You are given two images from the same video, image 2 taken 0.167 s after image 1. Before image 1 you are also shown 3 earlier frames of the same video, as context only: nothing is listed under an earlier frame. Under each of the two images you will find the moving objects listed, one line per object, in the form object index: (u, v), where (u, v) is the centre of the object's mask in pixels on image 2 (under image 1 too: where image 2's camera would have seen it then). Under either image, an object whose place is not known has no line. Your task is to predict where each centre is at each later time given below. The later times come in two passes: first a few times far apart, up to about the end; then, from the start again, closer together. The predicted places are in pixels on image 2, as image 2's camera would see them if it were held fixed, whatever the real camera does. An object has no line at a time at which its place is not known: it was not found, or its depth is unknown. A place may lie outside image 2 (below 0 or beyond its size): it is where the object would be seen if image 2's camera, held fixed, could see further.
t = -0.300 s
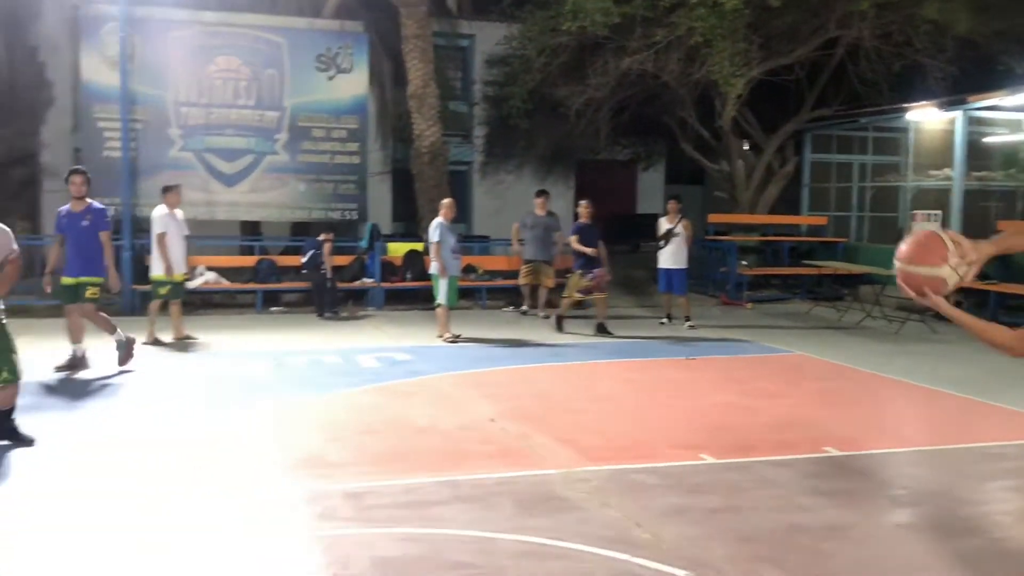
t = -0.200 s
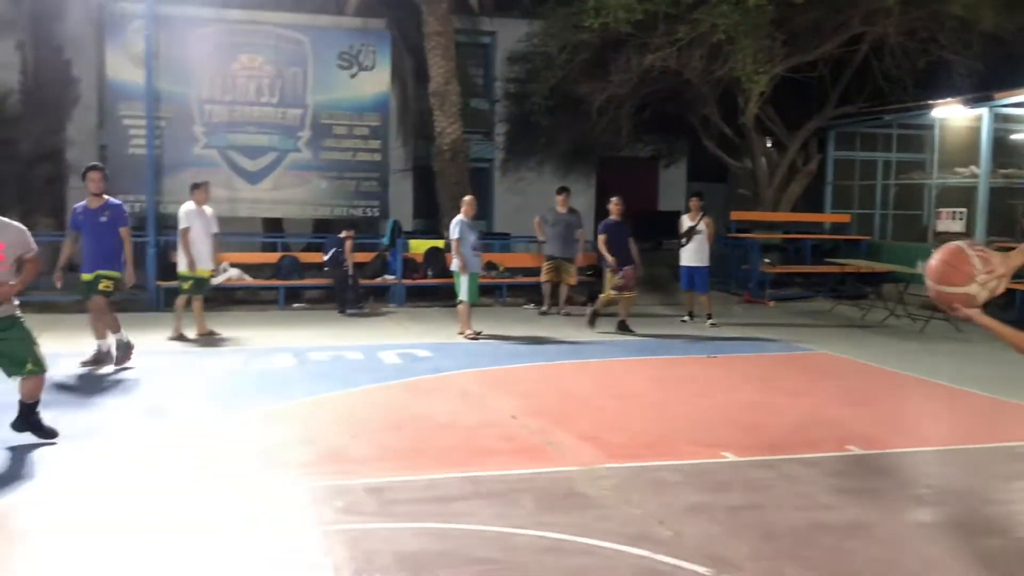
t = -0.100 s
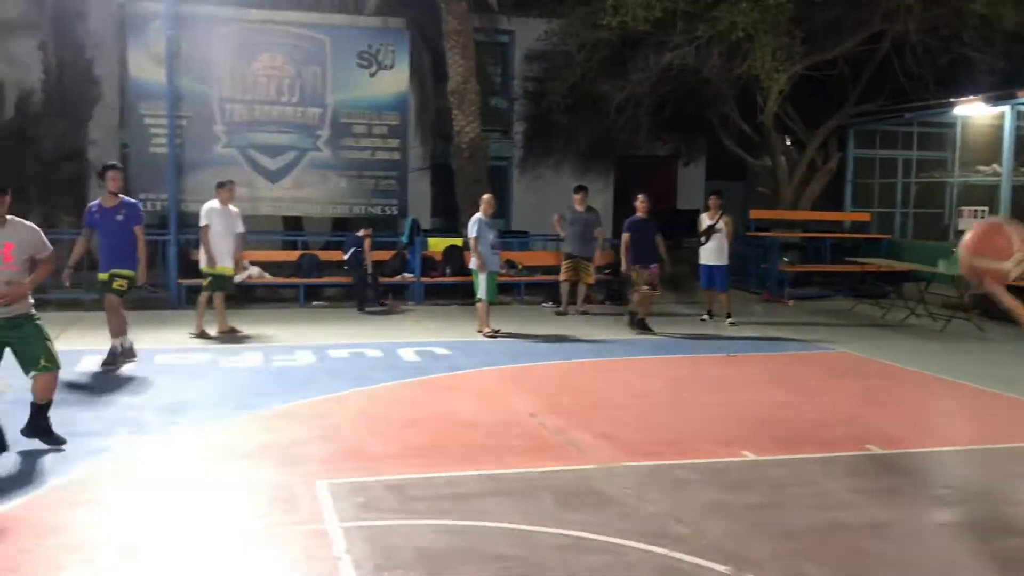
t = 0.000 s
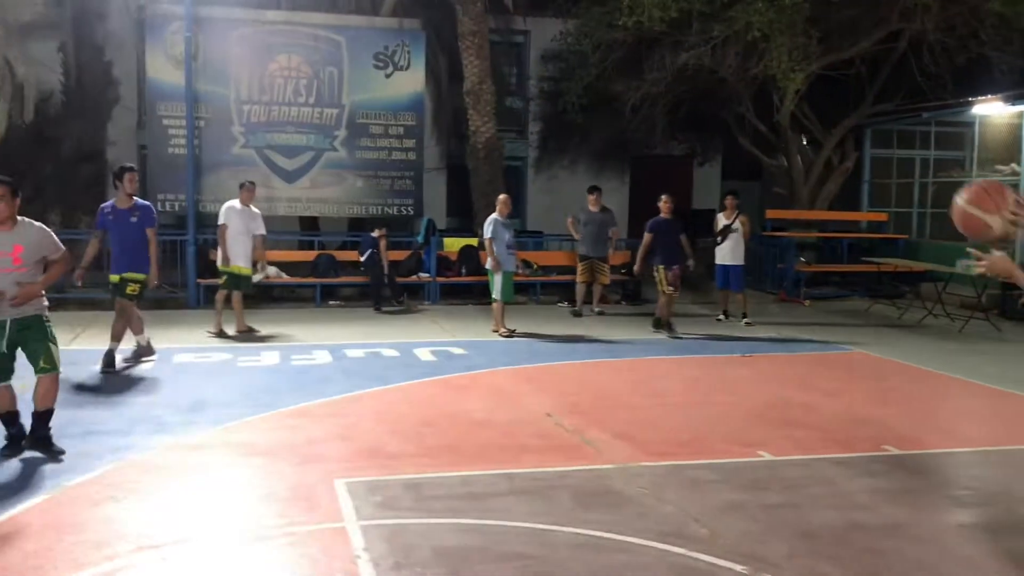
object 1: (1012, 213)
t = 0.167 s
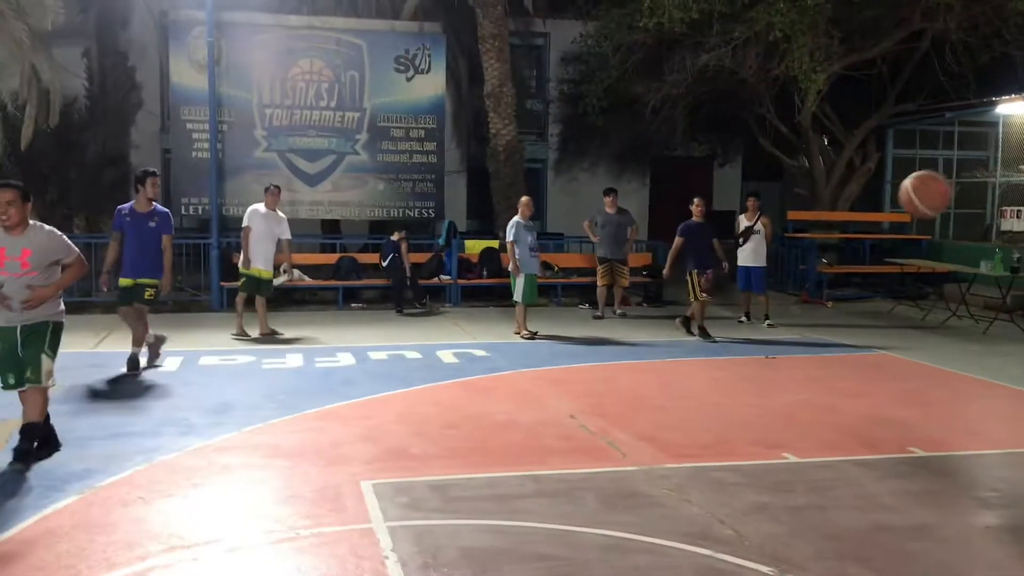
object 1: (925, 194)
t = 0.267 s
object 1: (892, 210)
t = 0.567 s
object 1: (817, 317)
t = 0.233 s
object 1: (902, 203)
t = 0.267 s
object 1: (892, 210)
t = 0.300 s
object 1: (881, 218)
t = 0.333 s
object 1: (873, 228)
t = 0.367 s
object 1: (865, 239)
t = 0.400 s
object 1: (856, 250)
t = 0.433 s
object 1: (848, 262)
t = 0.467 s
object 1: (840, 275)
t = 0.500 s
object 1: (834, 289)
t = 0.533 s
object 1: (825, 302)
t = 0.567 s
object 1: (817, 317)
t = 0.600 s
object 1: (811, 333)
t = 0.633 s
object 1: (806, 349)
